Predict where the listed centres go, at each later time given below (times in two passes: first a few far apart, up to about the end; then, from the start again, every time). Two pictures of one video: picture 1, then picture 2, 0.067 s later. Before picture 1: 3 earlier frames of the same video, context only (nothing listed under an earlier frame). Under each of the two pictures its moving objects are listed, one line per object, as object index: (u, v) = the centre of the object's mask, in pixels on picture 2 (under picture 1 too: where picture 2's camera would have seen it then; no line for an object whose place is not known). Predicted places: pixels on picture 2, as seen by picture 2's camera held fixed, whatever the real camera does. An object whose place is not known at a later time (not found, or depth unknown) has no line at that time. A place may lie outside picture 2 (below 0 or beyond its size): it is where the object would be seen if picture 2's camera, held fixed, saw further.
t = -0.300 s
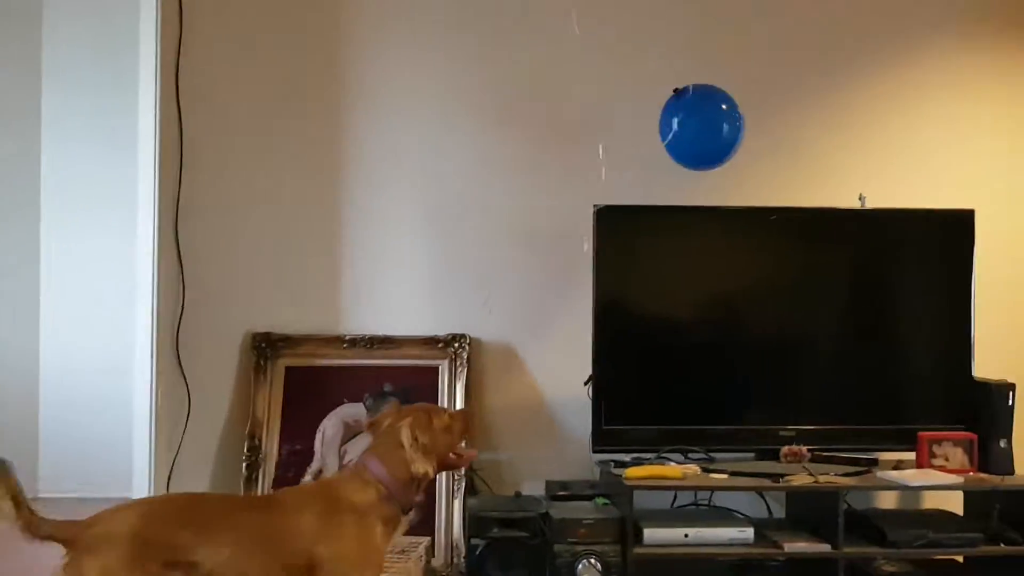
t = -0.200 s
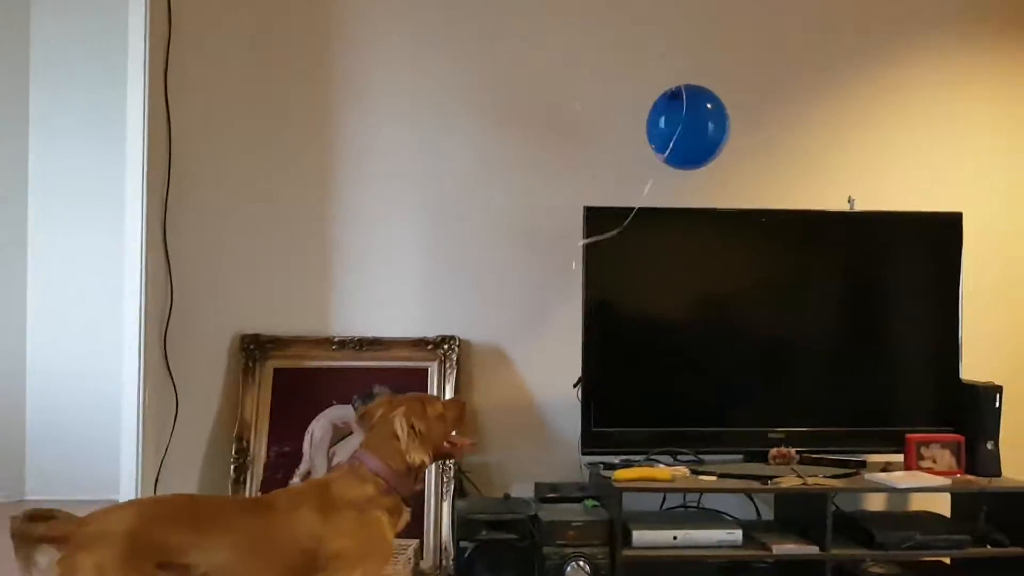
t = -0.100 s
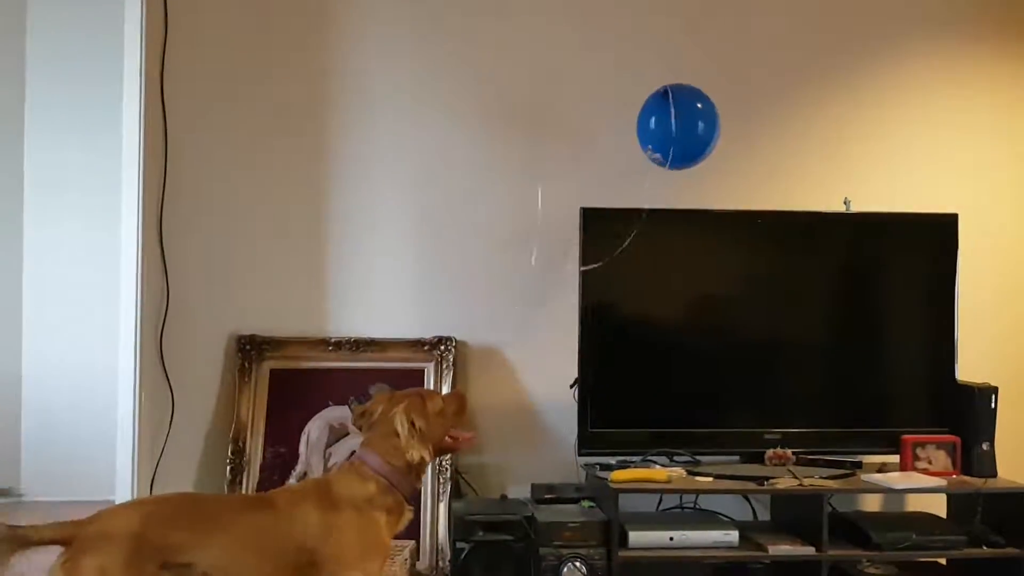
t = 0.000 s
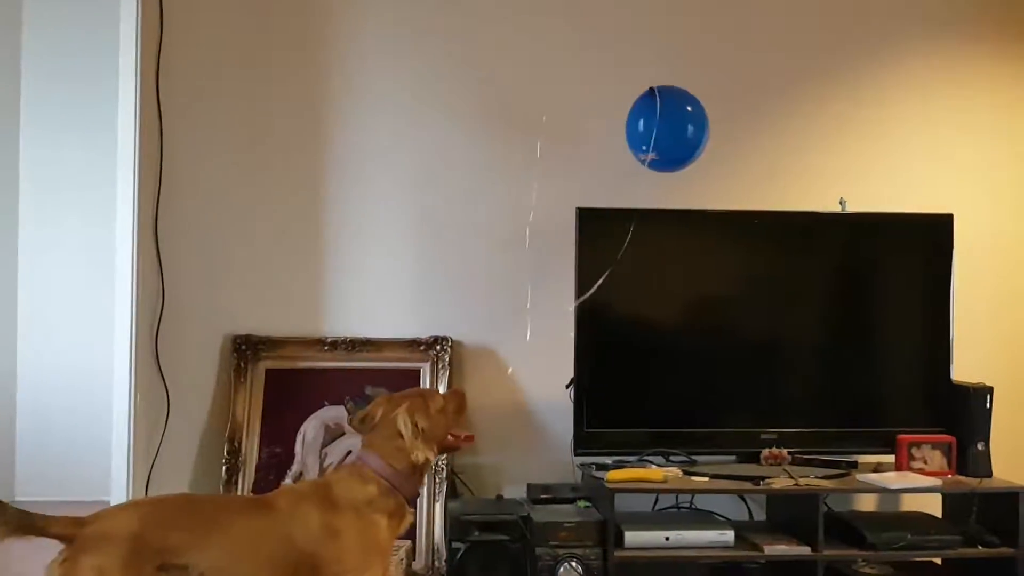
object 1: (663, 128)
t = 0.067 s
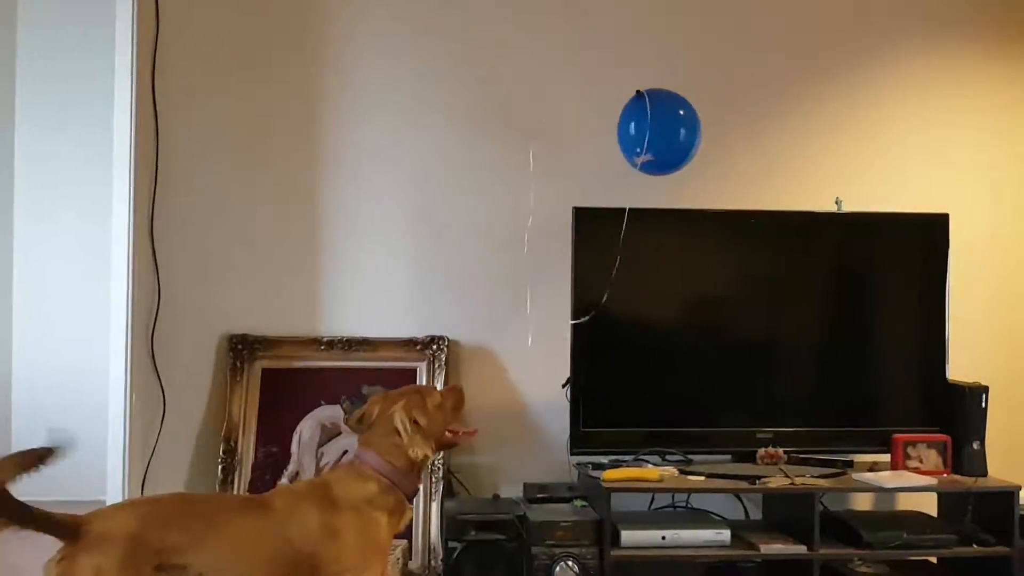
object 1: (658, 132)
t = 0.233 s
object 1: (648, 148)
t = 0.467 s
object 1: (635, 156)
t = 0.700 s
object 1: (619, 155)
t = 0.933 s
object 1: (599, 179)
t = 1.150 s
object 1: (576, 227)
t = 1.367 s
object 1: (535, 263)
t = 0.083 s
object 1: (658, 133)
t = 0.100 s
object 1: (657, 134)
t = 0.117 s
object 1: (655, 135)
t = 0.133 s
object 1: (654, 137)
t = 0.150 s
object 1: (653, 139)
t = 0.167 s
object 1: (652, 140)
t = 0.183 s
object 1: (651, 142)
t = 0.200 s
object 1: (650, 144)
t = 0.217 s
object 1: (649, 146)
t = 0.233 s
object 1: (648, 148)
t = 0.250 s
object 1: (647, 151)
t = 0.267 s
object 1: (646, 153)
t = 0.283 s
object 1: (645, 155)
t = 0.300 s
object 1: (644, 158)
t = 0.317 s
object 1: (643, 160)
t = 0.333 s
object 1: (642, 163)
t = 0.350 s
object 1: (641, 165)
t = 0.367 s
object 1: (640, 164)
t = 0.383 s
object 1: (639, 163)
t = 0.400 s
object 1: (638, 161)
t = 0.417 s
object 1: (637, 160)
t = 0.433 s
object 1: (636, 158)
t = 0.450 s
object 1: (636, 157)
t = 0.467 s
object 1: (635, 156)
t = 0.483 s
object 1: (634, 155)
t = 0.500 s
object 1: (633, 154)
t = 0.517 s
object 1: (632, 154)
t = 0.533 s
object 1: (631, 153)
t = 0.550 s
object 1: (630, 153)
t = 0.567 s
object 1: (630, 153)
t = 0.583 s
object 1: (628, 153)
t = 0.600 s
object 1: (627, 153)
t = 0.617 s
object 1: (626, 153)
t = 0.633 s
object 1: (625, 153)
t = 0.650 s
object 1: (623, 153)
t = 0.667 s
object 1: (622, 154)
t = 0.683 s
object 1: (621, 154)
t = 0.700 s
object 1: (619, 155)
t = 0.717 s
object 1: (618, 155)
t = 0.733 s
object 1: (617, 156)
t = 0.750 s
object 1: (615, 157)
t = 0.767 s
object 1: (614, 159)
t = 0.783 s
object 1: (612, 160)
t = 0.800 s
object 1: (611, 162)
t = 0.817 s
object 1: (609, 163)
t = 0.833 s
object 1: (608, 165)
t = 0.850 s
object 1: (606, 167)
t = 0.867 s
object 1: (605, 169)
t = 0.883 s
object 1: (604, 172)
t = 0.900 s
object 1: (602, 174)
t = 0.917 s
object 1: (600, 177)
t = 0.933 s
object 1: (599, 179)
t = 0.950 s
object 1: (597, 182)
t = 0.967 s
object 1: (595, 185)
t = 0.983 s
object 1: (594, 188)
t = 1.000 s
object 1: (592, 192)
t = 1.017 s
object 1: (591, 195)
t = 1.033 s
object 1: (589, 199)
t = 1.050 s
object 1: (587, 202)
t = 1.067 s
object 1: (585, 206)
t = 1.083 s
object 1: (584, 210)
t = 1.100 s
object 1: (582, 214)
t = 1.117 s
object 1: (580, 219)
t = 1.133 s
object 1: (578, 223)
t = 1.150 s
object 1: (576, 227)
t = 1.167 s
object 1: (575, 232)
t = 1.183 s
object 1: (573, 236)
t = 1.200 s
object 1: (571, 241)
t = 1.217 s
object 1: (568, 245)
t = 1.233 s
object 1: (566, 249)
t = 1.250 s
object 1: (563, 252)
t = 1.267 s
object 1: (559, 254)
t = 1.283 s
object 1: (555, 256)
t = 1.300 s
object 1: (551, 257)
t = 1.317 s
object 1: (547, 259)
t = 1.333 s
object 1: (543, 260)
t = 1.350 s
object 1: (539, 262)
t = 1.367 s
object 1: (535, 263)
